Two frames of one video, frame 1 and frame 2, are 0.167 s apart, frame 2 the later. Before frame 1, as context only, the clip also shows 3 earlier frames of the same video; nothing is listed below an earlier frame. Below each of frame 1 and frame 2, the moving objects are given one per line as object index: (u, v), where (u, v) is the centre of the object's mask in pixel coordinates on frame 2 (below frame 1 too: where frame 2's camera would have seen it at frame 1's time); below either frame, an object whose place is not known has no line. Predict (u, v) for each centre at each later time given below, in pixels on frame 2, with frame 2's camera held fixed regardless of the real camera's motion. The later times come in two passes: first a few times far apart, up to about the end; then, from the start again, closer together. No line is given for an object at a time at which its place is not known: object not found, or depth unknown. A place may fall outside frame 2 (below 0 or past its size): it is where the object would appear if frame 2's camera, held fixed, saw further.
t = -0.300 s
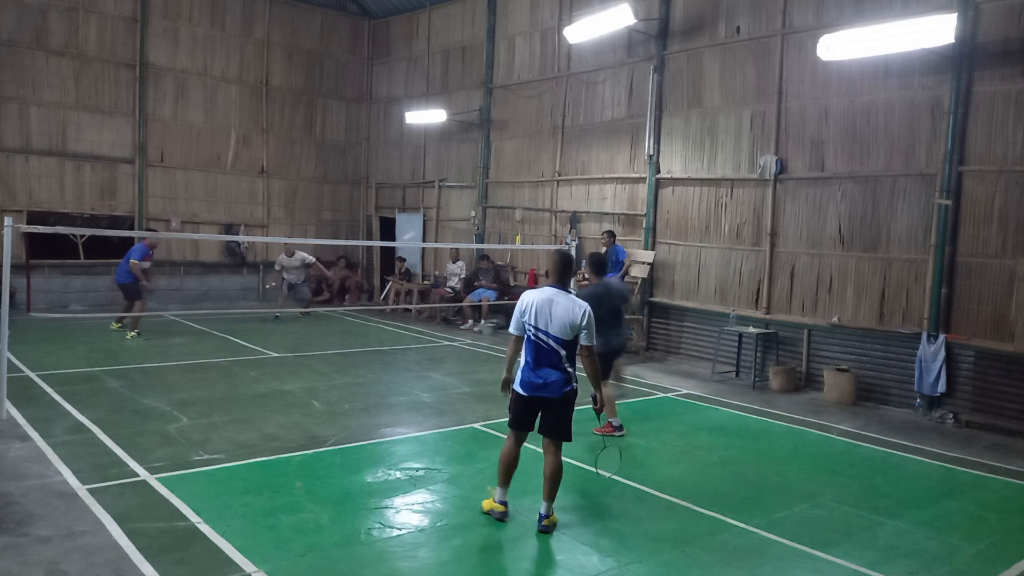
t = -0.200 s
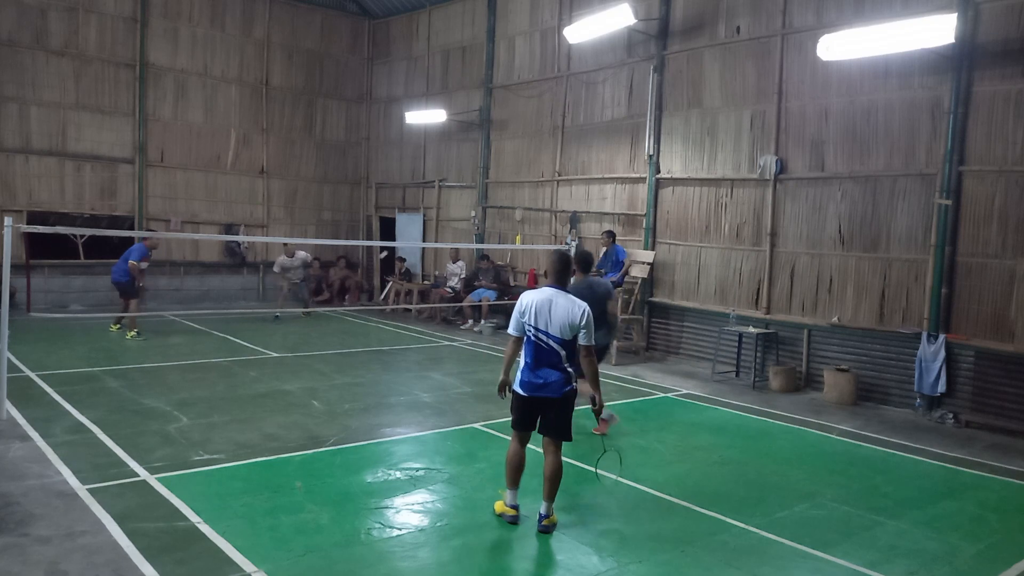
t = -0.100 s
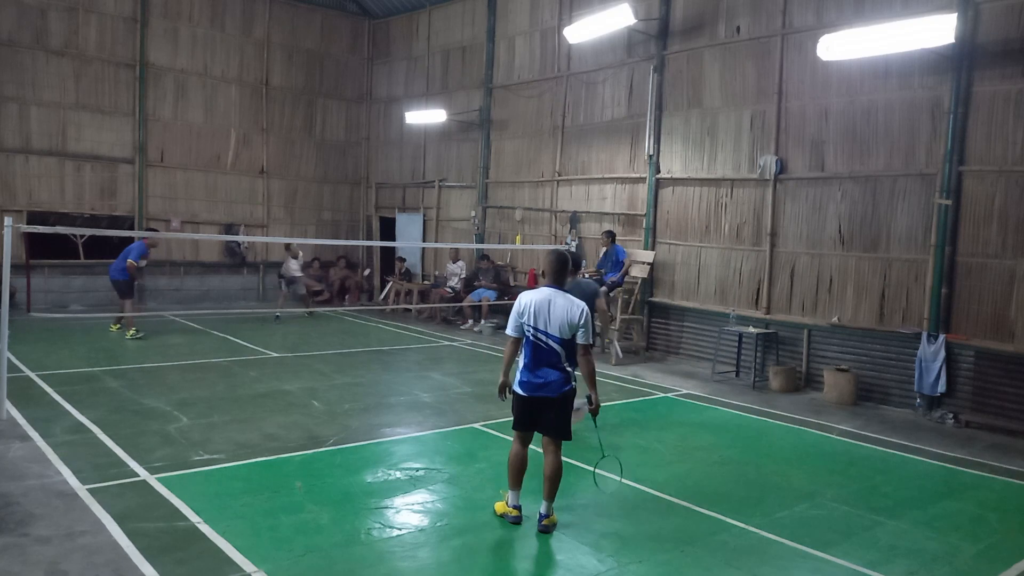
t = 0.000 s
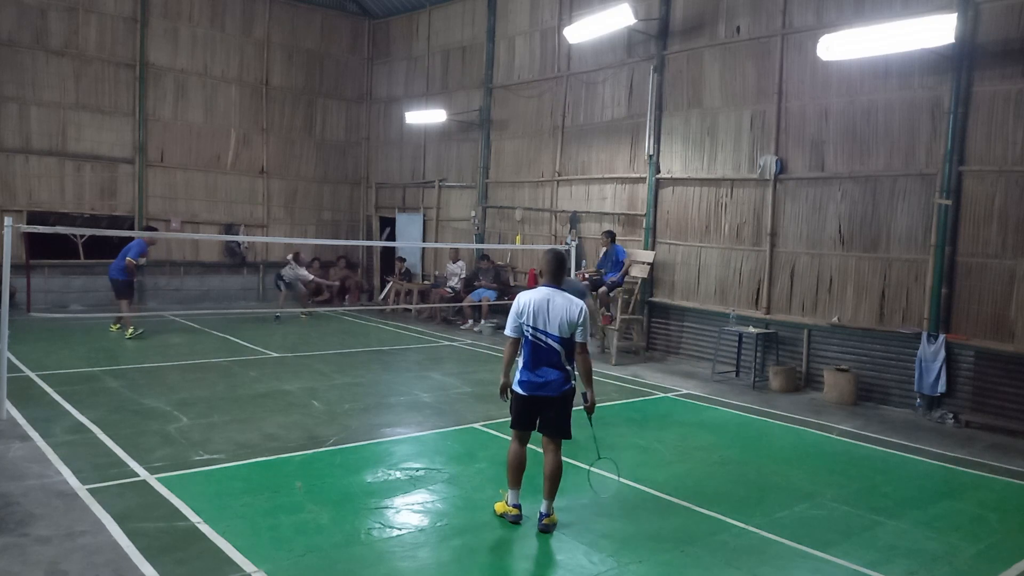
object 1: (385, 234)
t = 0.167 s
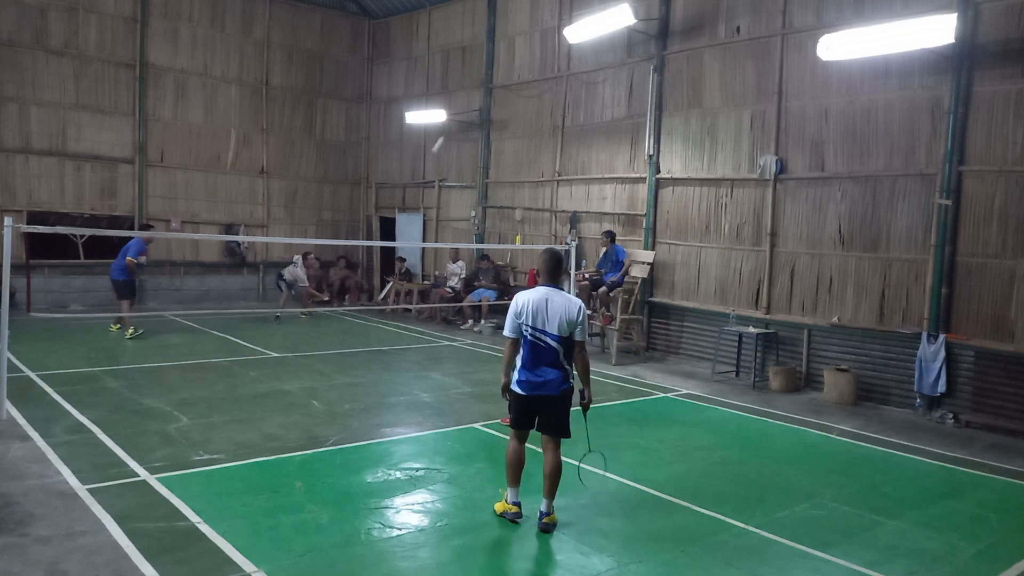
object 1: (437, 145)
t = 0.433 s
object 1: (504, 65)
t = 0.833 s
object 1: (586, 73)
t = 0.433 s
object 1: (504, 65)
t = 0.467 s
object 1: (511, 60)
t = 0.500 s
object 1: (519, 56)
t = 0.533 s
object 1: (526, 53)
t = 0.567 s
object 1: (533, 51)
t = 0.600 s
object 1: (540, 50)
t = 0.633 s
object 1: (547, 50)
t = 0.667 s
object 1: (553, 51)
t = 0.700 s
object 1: (560, 53)
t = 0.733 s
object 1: (567, 56)
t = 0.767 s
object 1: (574, 61)
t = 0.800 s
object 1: (579, 66)
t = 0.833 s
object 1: (586, 73)
